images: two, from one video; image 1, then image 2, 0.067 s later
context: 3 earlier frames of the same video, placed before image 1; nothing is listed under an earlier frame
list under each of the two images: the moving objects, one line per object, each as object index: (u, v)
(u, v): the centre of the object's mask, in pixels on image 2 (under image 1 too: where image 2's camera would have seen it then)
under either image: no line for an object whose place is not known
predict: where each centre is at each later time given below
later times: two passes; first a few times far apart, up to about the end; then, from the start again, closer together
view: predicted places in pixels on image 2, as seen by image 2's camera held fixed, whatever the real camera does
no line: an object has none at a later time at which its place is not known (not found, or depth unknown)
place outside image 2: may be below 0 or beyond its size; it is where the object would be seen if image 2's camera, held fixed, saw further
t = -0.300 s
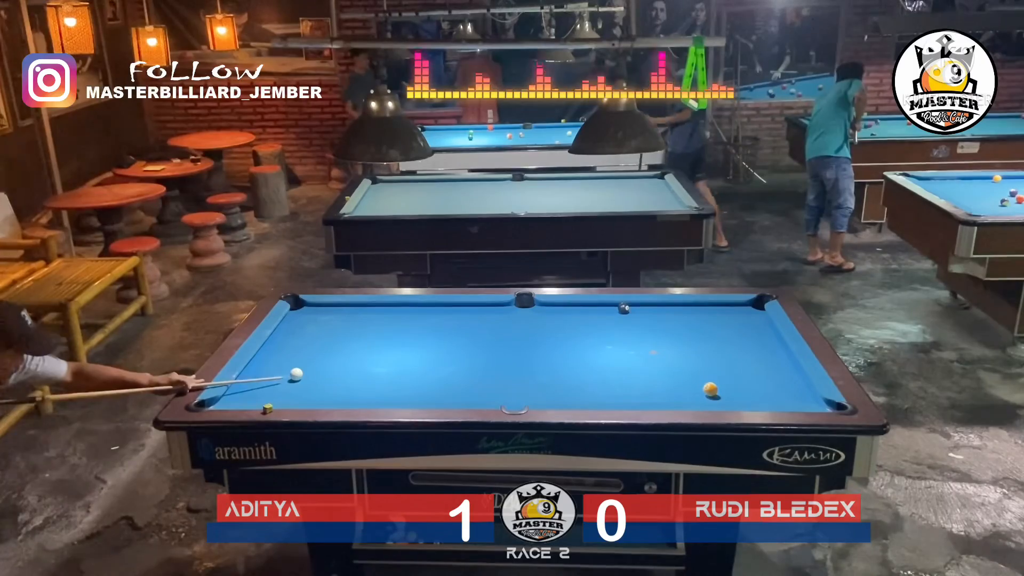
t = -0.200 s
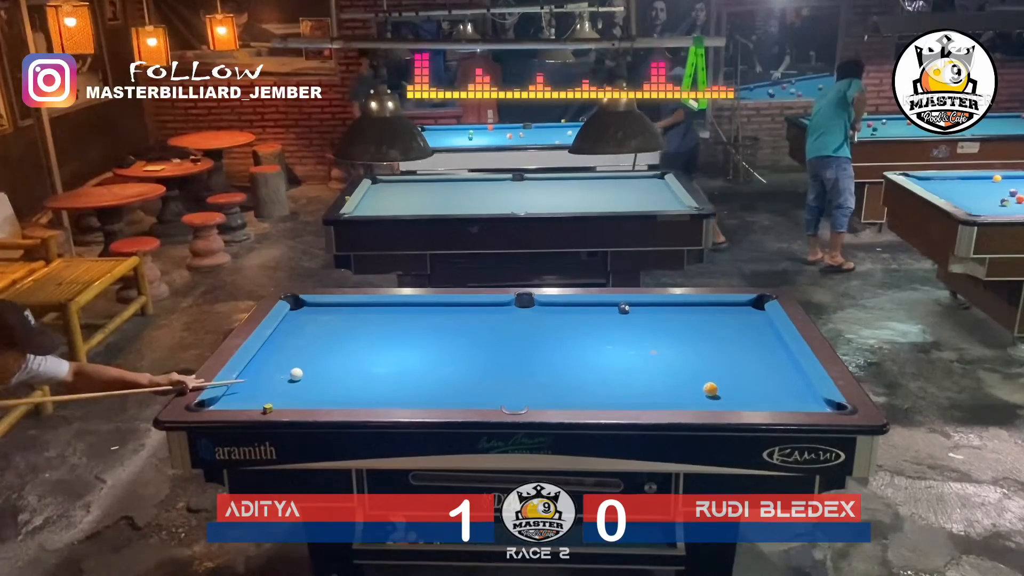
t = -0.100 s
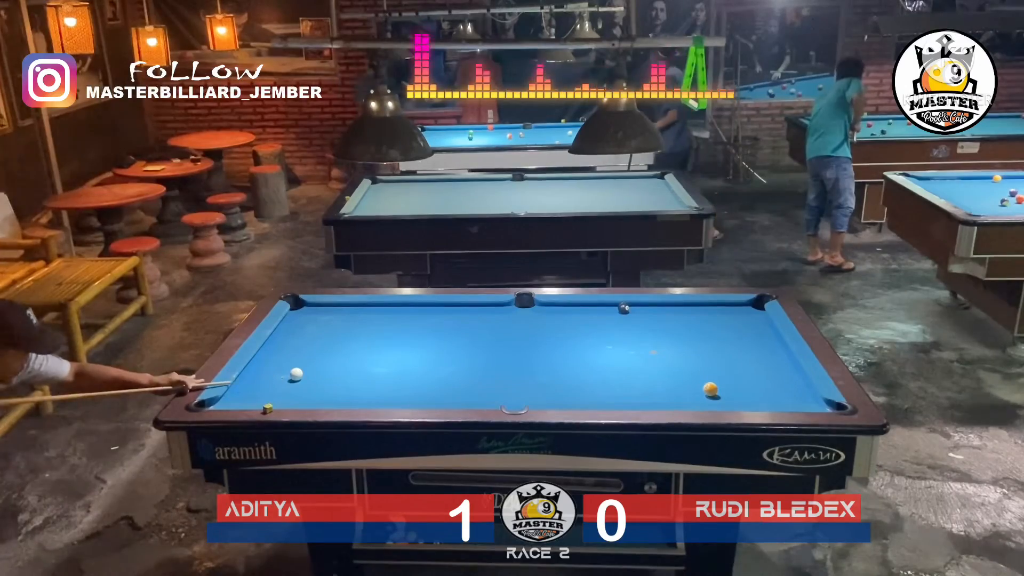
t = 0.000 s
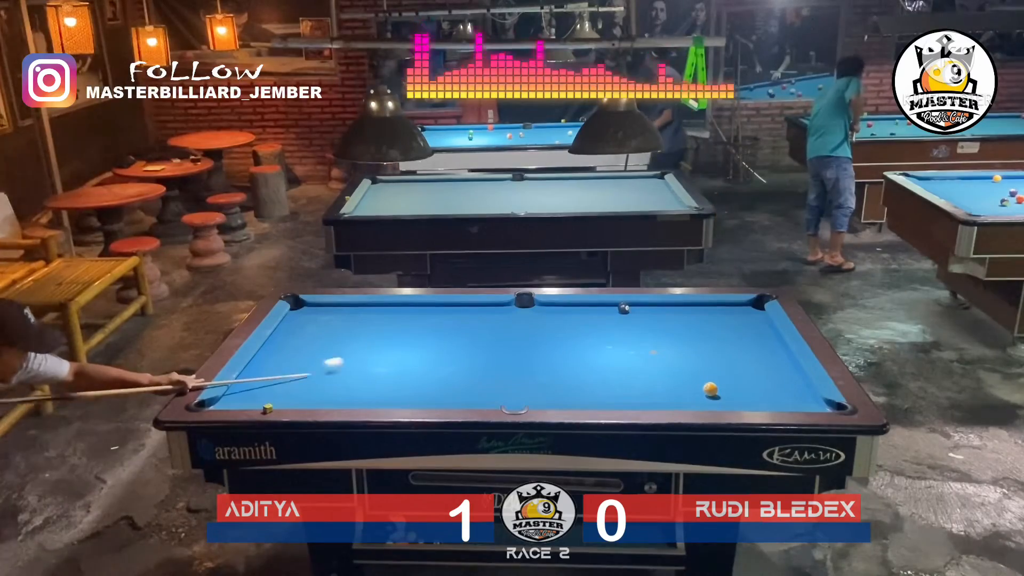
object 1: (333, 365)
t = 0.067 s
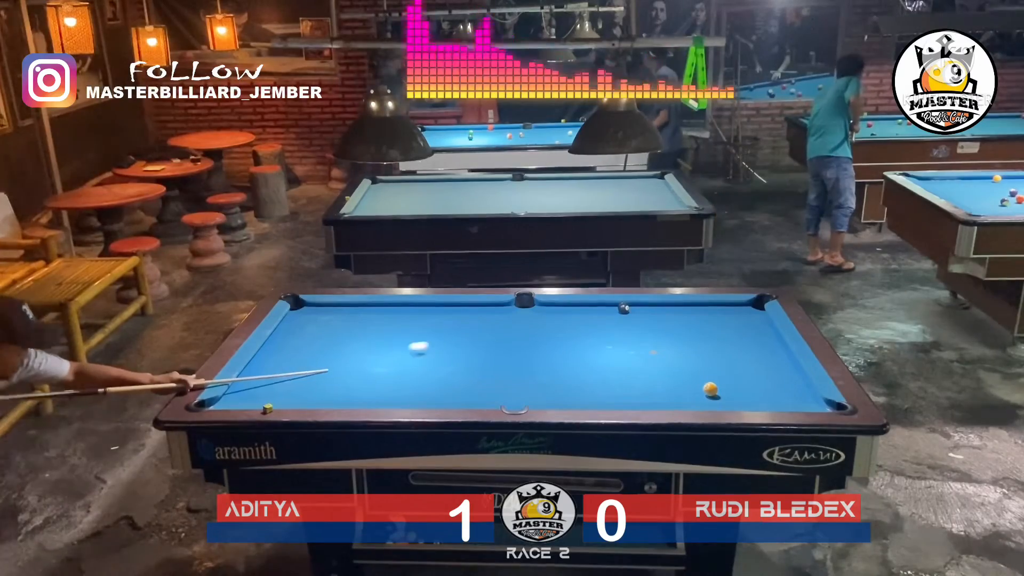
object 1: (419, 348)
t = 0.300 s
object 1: (609, 305)
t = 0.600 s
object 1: (600, 330)
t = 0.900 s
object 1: (593, 357)
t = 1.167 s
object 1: (587, 382)
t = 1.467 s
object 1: (581, 395)
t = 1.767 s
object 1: (576, 379)
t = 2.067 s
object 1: (572, 364)
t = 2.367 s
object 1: (570, 352)
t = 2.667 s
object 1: (569, 342)
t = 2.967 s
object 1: (569, 334)
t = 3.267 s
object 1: (570, 328)
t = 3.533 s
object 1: (571, 325)
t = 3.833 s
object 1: (573, 322)
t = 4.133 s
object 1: (574, 320)
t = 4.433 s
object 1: (574, 320)
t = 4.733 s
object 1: (575, 320)
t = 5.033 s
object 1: (575, 320)
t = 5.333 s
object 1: (575, 320)
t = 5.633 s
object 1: (575, 320)
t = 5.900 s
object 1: (575, 320)
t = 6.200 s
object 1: (575, 320)
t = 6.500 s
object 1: (575, 320)
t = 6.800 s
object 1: (575, 320)
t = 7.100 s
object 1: (575, 320)
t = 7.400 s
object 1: (575, 320)
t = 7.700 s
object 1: (575, 320)
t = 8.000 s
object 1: (575, 320)
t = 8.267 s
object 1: (575, 320)
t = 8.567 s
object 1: (575, 320)
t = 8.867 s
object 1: (575, 320)
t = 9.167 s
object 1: (574, 320)
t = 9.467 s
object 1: (575, 320)
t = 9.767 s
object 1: (575, 320)
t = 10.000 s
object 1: (575, 320)
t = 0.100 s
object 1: (458, 339)
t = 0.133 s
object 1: (495, 332)
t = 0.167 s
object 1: (529, 325)
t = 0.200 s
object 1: (562, 319)
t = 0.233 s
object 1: (592, 312)
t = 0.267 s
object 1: (611, 307)
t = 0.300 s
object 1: (609, 305)
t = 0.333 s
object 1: (607, 308)
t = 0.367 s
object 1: (606, 311)
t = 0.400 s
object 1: (605, 314)
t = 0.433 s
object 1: (605, 316)
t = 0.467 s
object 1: (604, 319)
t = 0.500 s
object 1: (603, 322)
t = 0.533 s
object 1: (602, 325)
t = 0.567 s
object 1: (601, 327)
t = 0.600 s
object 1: (600, 330)
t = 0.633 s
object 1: (600, 333)
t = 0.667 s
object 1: (599, 336)
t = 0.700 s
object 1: (598, 339)
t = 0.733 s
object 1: (597, 342)
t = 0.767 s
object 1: (597, 345)
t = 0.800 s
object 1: (596, 348)
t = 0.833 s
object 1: (595, 351)
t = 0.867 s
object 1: (594, 354)
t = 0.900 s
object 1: (593, 357)
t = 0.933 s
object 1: (592, 360)
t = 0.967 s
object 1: (592, 363)
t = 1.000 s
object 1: (591, 366)
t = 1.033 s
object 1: (590, 369)
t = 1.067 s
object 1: (589, 373)
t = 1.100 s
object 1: (589, 376)
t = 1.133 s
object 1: (588, 379)
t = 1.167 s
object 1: (587, 382)
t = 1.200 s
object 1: (586, 386)
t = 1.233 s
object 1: (586, 389)
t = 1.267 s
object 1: (585, 393)
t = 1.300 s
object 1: (584, 395)
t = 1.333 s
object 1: (583, 396)
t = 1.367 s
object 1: (583, 399)
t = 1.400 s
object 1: (582, 398)
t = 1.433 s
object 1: (581, 396)
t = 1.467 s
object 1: (581, 395)
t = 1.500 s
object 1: (580, 394)
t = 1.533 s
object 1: (579, 393)
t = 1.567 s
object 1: (579, 390)
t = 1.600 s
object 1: (578, 388)
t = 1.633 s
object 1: (578, 386)
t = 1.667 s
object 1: (577, 384)
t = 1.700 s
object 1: (576, 383)
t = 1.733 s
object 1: (576, 380)
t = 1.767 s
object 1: (576, 379)
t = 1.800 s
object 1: (575, 377)
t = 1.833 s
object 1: (575, 375)
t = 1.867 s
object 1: (574, 373)
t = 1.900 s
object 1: (574, 372)
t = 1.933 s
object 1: (573, 370)
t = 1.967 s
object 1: (573, 368)
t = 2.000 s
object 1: (573, 367)
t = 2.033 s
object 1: (572, 365)
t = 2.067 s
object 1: (572, 364)
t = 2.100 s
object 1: (572, 362)
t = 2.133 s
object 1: (572, 361)
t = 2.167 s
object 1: (571, 359)
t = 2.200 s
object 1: (571, 358)
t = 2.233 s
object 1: (571, 357)
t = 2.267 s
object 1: (571, 355)
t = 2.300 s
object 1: (570, 354)
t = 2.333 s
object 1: (570, 353)
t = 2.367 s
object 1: (570, 352)
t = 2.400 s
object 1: (570, 350)
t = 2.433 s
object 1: (570, 349)
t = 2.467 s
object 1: (570, 348)
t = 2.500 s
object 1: (569, 347)
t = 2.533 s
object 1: (569, 346)
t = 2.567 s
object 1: (569, 345)
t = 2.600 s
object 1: (569, 344)
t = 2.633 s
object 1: (569, 343)
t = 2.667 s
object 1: (569, 342)
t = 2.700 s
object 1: (569, 341)
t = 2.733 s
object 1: (569, 340)
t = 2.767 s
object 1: (569, 339)
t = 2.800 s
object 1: (569, 338)
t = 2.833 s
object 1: (569, 338)
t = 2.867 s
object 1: (569, 337)
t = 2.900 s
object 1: (569, 336)
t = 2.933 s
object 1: (569, 335)
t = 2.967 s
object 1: (569, 334)
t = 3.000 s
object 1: (569, 334)
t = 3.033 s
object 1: (569, 333)
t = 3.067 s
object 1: (569, 332)
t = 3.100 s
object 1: (569, 332)
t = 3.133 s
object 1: (570, 331)
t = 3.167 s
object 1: (570, 330)
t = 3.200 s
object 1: (570, 330)
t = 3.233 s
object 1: (570, 329)
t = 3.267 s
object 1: (570, 328)
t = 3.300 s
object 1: (570, 328)
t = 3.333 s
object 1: (570, 328)
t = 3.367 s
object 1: (571, 327)
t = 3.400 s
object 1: (571, 326)
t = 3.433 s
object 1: (571, 326)
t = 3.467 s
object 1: (571, 326)
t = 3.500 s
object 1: (571, 325)
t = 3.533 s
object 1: (571, 325)
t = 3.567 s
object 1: (571, 324)
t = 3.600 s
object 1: (572, 324)
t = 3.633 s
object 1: (572, 324)
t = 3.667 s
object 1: (572, 323)
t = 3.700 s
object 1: (572, 323)
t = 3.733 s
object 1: (572, 323)
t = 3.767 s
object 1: (573, 322)
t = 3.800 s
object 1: (573, 322)
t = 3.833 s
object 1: (573, 322)
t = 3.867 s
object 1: (573, 322)
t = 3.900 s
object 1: (573, 321)
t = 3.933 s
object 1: (573, 321)
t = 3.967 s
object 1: (573, 321)
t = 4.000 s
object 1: (574, 321)
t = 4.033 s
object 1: (574, 321)
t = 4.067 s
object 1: (574, 321)
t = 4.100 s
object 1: (574, 321)
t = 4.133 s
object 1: (574, 320)
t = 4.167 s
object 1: (574, 320)
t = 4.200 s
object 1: (574, 320)
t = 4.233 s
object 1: (574, 320)
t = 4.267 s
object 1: (574, 320)
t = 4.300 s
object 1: (574, 320)
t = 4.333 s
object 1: (574, 320)
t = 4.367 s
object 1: (574, 320)
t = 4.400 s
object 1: (574, 320)
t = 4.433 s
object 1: (574, 320)
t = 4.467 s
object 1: (575, 320)
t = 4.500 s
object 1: (575, 320)
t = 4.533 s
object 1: (575, 320)
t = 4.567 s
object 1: (575, 320)
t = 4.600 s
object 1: (575, 320)
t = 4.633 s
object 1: (575, 320)
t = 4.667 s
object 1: (575, 320)
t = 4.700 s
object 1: (575, 320)
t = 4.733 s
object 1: (575, 320)
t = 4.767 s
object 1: (575, 320)
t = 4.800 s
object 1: (575, 320)
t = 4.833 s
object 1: (575, 320)
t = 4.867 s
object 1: (575, 320)
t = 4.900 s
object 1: (575, 320)
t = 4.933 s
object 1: (575, 320)
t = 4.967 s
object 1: (575, 320)
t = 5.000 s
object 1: (574, 320)
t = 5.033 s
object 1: (575, 320)
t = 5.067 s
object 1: (575, 320)
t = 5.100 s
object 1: (575, 320)
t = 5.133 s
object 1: (575, 320)
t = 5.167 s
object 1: (575, 320)
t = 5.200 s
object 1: (575, 320)
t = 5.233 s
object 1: (575, 320)
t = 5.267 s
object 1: (575, 320)
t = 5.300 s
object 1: (575, 320)
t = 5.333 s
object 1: (575, 320)
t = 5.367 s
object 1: (575, 320)
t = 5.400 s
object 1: (575, 320)
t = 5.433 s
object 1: (575, 320)
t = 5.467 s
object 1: (575, 320)
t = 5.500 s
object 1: (575, 320)
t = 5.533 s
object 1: (575, 320)
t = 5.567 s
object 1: (575, 320)
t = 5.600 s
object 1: (575, 320)
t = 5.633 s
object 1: (575, 320)
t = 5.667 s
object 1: (575, 320)
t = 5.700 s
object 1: (575, 320)
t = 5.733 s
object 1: (575, 320)
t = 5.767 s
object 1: (575, 320)
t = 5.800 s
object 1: (575, 320)
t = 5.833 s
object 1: (575, 320)
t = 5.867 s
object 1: (575, 320)
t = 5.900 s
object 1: (575, 320)
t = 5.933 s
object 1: (575, 320)
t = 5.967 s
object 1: (575, 320)
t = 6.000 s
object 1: (575, 320)
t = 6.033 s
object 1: (575, 320)
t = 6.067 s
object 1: (575, 320)
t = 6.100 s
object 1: (575, 320)
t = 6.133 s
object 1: (575, 320)
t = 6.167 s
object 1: (575, 320)
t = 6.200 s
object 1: (575, 320)
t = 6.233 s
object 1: (575, 320)
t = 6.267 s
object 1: (574, 320)
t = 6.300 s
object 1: (574, 320)
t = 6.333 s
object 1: (575, 320)
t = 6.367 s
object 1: (575, 320)
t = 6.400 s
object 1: (575, 320)
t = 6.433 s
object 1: (575, 320)
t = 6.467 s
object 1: (575, 320)
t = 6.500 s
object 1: (575, 320)
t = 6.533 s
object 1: (575, 320)
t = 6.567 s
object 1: (575, 320)
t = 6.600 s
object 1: (575, 320)
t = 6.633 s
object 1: (575, 320)
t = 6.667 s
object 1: (575, 320)
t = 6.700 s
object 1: (575, 320)
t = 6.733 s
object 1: (575, 320)
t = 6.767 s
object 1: (575, 320)
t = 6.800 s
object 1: (575, 320)
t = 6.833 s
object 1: (575, 320)
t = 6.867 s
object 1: (575, 320)
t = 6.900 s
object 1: (575, 320)
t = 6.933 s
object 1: (575, 320)
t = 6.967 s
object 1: (575, 320)
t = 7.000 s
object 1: (575, 320)
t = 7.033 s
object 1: (575, 320)
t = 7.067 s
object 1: (575, 320)
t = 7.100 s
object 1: (575, 320)
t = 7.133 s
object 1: (575, 320)
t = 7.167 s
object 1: (575, 320)
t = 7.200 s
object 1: (575, 320)
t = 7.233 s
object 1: (575, 320)
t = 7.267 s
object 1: (575, 320)
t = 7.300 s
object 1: (575, 320)
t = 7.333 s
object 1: (575, 320)
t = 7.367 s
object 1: (575, 320)
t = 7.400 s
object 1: (575, 320)
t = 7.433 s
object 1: (575, 320)
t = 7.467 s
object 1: (575, 320)
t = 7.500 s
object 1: (575, 320)
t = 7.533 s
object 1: (575, 320)
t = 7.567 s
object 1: (575, 320)
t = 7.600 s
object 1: (575, 320)
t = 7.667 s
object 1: (575, 320)
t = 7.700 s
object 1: (575, 320)
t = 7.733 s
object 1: (575, 320)
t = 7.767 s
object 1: (575, 320)
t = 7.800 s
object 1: (575, 320)
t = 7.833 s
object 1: (575, 320)
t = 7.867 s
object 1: (575, 320)
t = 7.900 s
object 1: (575, 320)
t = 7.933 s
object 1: (575, 320)
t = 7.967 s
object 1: (575, 320)
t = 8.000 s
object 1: (575, 320)
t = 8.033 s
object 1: (575, 320)
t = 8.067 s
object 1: (575, 320)
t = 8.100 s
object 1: (575, 320)
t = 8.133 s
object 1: (575, 320)
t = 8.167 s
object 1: (575, 320)
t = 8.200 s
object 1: (575, 320)
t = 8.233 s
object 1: (575, 320)
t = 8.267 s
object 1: (575, 320)
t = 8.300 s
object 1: (575, 320)
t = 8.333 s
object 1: (575, 320)
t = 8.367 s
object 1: (575, 320)
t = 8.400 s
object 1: (575, 320)
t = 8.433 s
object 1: (575, 320)
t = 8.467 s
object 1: (575, 320)
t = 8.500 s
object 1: (575, 320)
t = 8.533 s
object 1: (575, 320)
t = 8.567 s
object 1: (575, 320)
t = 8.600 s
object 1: (575, 320)
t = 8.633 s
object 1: (575, 320)
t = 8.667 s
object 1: (575, 320)
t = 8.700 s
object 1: (575, 320)
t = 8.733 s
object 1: (575, 320)
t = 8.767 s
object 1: (575, 320)
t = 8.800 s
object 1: (575, 320)
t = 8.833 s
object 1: (575, 320)
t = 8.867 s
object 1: (575, 320)
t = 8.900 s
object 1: (575, 320)
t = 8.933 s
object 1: (575, 320)
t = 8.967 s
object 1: (575, 320)
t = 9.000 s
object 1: (575, 320)
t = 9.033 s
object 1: (575, 320)
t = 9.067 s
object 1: (574, 320)
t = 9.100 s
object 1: (574, 320)
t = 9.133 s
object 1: (574, 320)
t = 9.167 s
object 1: (574, 320)
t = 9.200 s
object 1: (574, 320)
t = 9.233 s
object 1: (574, 320)
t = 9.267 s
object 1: (574, 320)
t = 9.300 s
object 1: (574, 320)
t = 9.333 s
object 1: (574, 320)
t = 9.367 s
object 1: (574, 320)
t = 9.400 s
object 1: (574, 320)
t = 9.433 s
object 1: (574, 320)
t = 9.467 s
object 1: (575, 320)
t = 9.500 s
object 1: (575, 320)
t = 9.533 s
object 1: (575, 320)
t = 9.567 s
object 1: (575, 320)
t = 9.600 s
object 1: (575, 320)
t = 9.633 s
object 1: (575, 320)
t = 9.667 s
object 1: (575, 320)
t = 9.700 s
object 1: (575, 320)
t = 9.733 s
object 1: (575, 320)
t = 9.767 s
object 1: (575, 320)
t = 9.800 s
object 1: (575, 320)
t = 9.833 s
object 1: (575, 320)
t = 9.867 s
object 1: (575, 320)
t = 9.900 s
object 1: (575, 320)
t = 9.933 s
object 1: (575, 320)
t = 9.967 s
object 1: (575, 320)
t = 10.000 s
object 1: (575, 320)
